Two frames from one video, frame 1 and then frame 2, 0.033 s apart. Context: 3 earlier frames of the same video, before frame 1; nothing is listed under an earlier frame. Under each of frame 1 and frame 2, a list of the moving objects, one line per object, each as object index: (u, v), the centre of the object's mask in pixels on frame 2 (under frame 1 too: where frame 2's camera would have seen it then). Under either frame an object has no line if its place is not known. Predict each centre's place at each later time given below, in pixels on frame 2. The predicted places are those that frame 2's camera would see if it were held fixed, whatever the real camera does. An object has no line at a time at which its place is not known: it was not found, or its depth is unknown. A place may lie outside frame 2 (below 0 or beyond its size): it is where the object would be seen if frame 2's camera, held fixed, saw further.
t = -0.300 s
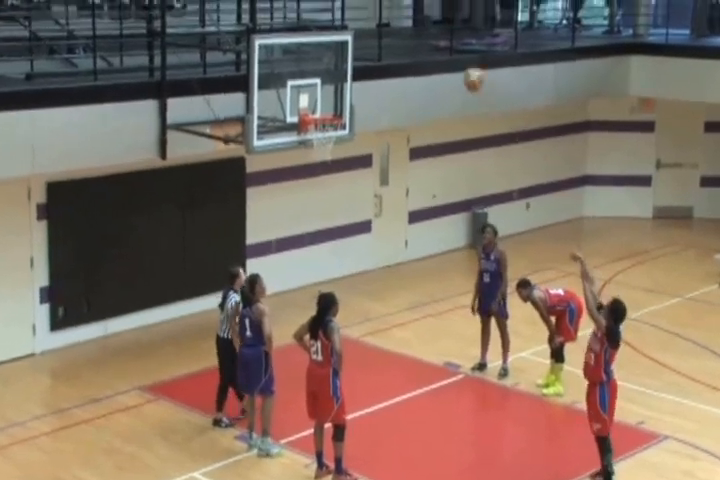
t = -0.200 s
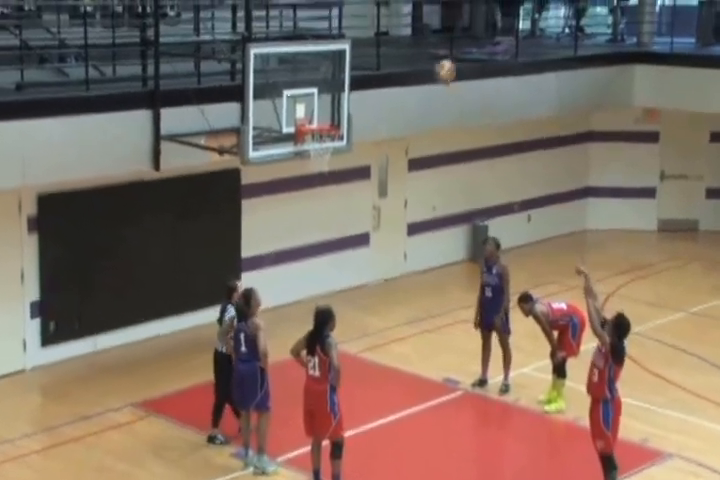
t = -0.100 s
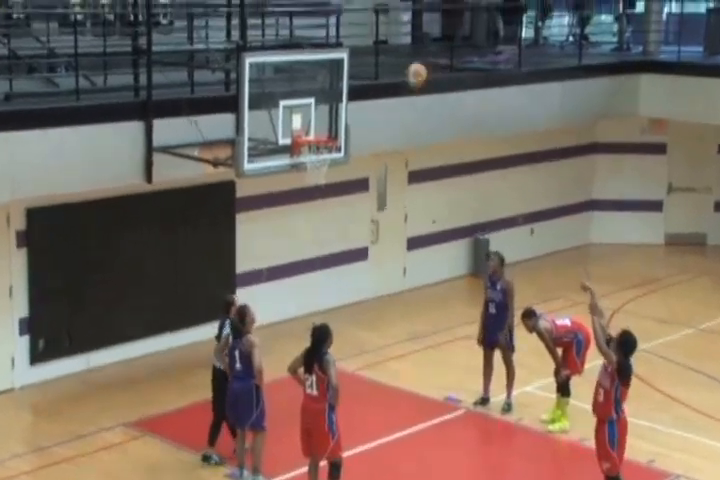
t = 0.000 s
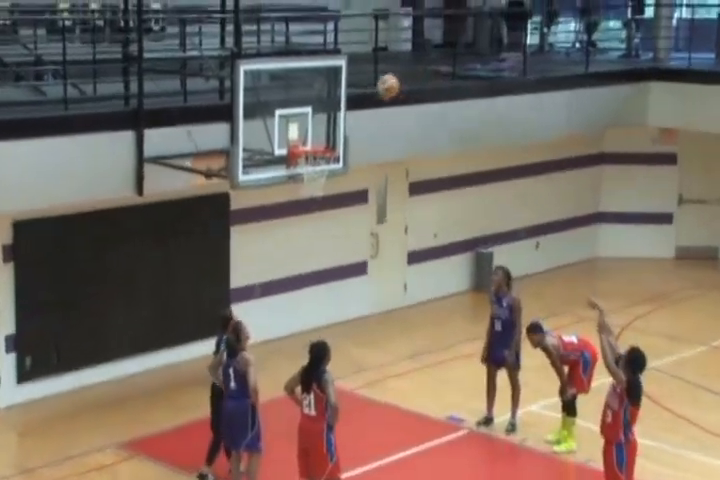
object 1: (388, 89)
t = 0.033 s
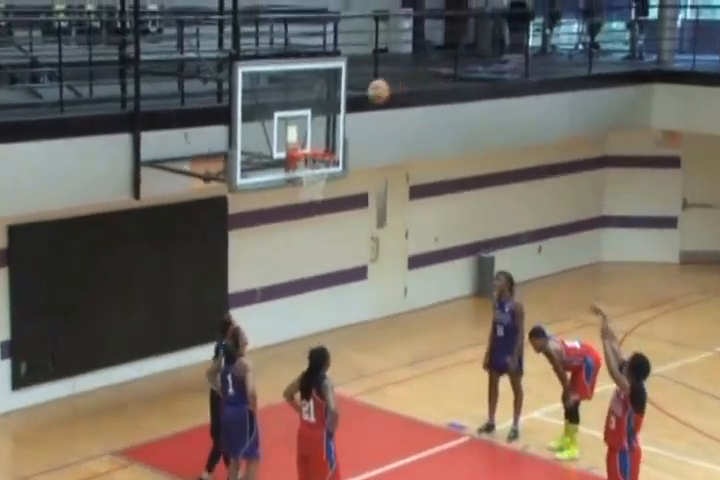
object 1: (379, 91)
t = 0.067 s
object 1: (369, 96)
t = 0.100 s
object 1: (360, 101)
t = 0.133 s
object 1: (352, 109)
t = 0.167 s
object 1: (343, 116)
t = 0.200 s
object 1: (333, 122)
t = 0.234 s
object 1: (326, 134)
